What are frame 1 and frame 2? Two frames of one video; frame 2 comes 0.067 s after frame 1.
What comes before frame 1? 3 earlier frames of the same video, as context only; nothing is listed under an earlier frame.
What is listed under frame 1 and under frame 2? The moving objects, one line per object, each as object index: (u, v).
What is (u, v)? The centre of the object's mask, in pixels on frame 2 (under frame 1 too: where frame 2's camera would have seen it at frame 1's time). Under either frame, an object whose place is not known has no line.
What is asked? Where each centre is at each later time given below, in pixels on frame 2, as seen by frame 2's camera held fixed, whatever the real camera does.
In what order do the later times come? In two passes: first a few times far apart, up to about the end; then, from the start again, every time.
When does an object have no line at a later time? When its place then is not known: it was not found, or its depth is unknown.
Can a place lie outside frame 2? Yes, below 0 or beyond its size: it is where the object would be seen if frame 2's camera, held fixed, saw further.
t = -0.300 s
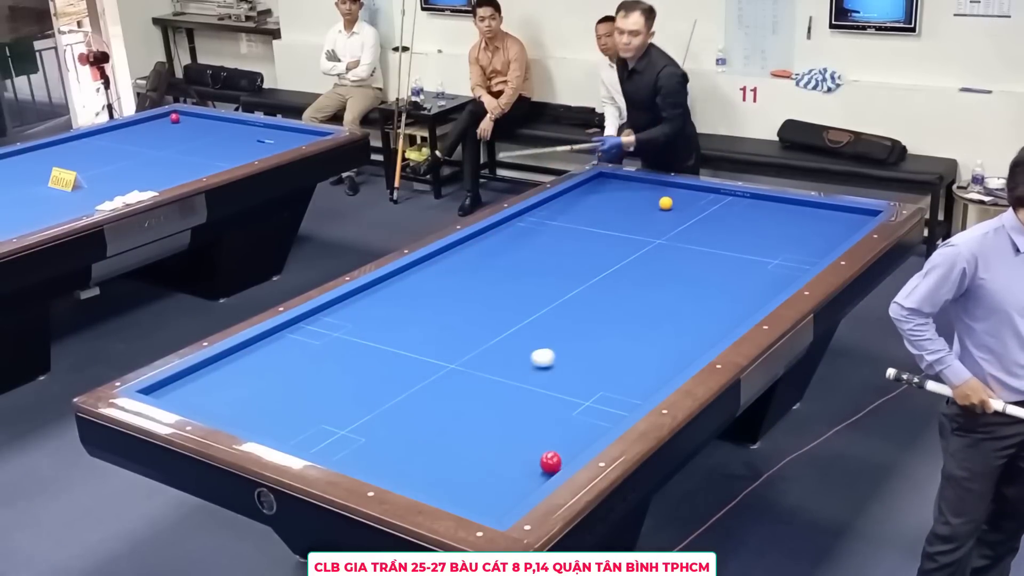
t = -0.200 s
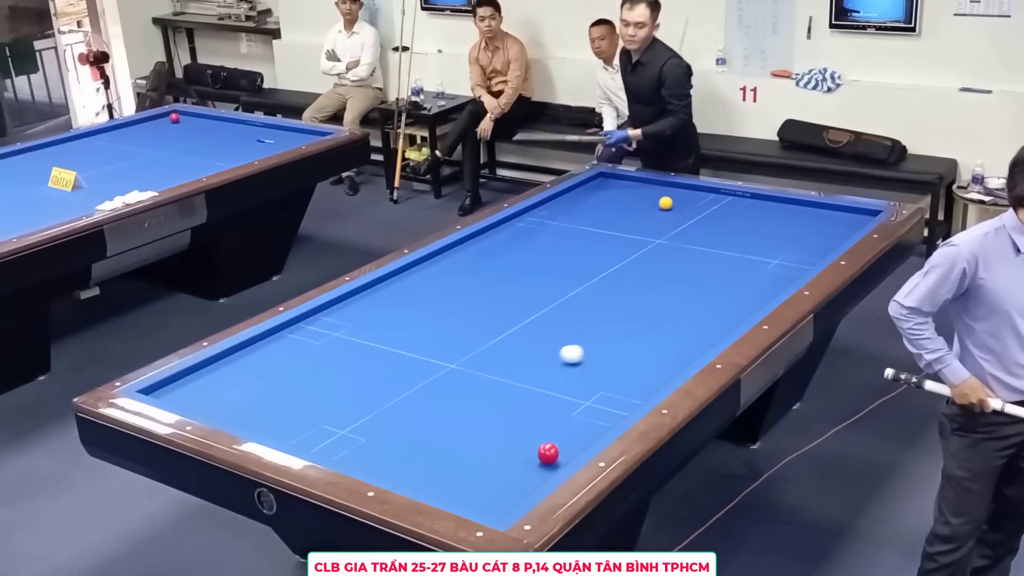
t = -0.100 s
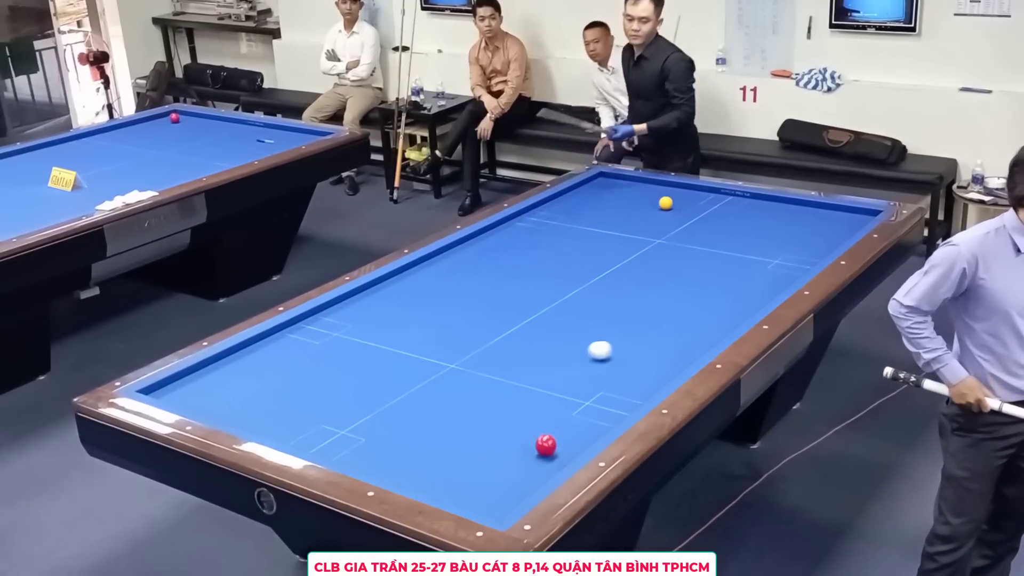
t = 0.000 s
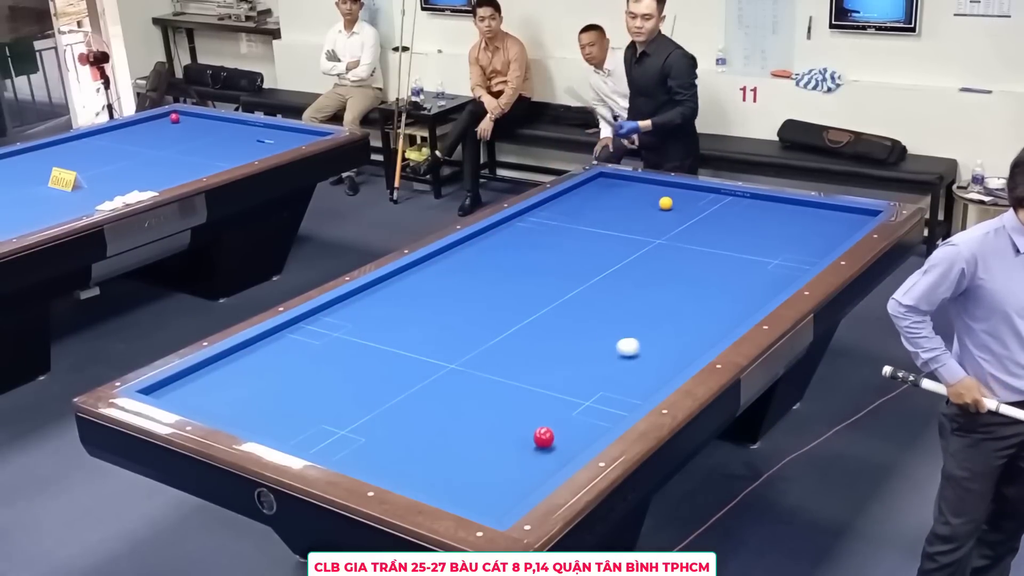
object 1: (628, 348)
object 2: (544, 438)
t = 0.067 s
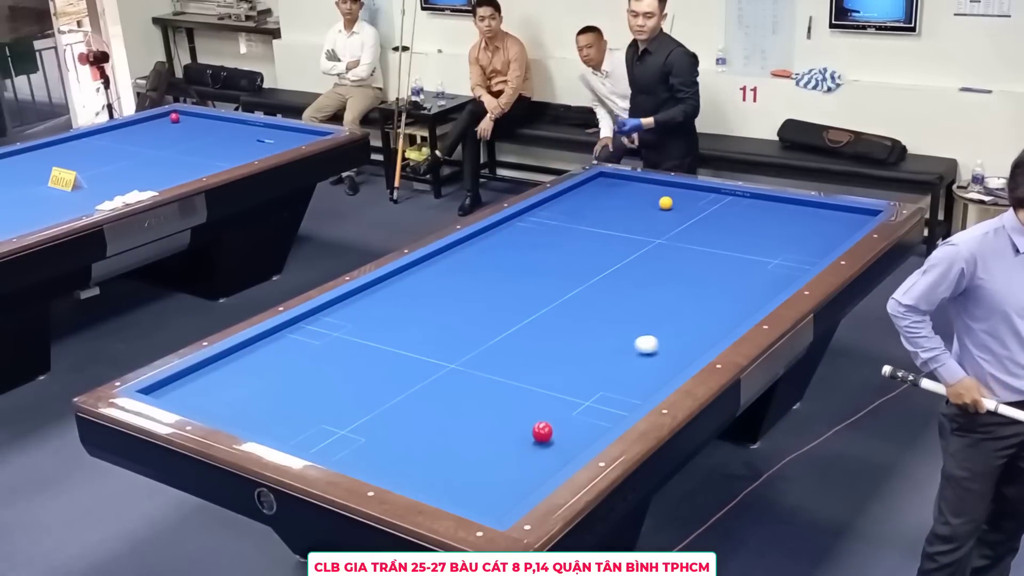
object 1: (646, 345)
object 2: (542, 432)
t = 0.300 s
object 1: (709, 337)
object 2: (537, 415)
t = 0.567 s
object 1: (713, 317)
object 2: (533, 398)
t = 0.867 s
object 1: (706, 294)
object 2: (527, 379)
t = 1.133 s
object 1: (701, 277)
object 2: (523, 365)
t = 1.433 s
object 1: (696, 258)
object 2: (519, 350)
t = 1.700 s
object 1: (692, 244)
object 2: (515, 337)
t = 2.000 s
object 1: (688, 229)
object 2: (511, 324)
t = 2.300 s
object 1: (685, 215)
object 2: (508, 313)
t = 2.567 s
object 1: (682, 204)
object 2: (505, 303)
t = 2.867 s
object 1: (679, 192)
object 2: (502, 293)
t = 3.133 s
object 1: (672, 185)
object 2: (499, 285)
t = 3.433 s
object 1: (646, 188)
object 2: (497, 277)
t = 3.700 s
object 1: (624, 190)
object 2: (494, 270)
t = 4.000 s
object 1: (599, 193)
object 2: (492, 263)
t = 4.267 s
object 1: (578, 195)
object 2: (490, 258)
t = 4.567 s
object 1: (556, 197)
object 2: (487, 252)
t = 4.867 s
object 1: (556, 202)
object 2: (485, 246)
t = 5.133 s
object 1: (557, 207)
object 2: (484, 241)
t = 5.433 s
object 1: (557, 211)
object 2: (482, 237)
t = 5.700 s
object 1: (557, 216)
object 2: (481, 233)
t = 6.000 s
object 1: (558, 220)
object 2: (489, 232)
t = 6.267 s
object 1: (559, 224)
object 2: (495, 231)
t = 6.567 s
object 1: (559, 228)
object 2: (501, 230)
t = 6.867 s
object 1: (560, 232)
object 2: (506, 229)
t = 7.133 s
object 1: (560, 236)
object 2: (510, 229)
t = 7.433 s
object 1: (561, 240)
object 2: (513, 229)
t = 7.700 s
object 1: (561, 243)
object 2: (516, 229)
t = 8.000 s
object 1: (562, 246)
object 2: (517, 228)
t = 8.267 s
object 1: (563, 248)
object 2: (518, 228)
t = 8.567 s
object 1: (563, 251)
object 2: (518, 228)
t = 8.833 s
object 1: (564, 253)
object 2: (518, 228)
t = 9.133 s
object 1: (565, 256)
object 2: (518, 228)
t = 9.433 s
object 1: (565, 258)
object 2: (518, 228)
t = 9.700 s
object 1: (566, 259)
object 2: (518, 228)
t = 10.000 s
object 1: (566, 260)
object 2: (518, 228)
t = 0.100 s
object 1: (655, 344)
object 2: (541, 430)
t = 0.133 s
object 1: (665, 343)
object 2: (541, 427)
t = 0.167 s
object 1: (674, 342)
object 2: (540, 425)
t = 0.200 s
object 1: (683, 340)
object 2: (540, 422)
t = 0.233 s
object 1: (692, 339)
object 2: (539, 420)
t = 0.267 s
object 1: (701, 338)
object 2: (538, 418)
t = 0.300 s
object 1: (709, 337)
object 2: (537, 415)
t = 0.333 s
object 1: (717, 335)
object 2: (537, 413)
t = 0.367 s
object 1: (717, 333)
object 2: (536, 411)
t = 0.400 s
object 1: (716, 330)
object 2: (536, 409)
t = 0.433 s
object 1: (716, 328)
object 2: (535, 406)
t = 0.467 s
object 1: (715, 325)
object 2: (534, 404)
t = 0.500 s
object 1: (714, 322)
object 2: (534, 402)
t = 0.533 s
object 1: (713, 319)
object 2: (533, 400)
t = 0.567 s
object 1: (713, 317)
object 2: (533, 398)
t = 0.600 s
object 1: (712, 314)
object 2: (532, 396)
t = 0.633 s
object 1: (711, 311)
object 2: (531, 393)
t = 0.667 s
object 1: (710, 309)
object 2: (531, 391)
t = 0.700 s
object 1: (710, 307)
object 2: (530, 389)
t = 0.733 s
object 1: (709, 304)
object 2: (530, 387)
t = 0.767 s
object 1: (708, 302)
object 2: (529, 385)
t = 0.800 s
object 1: (707, 299)
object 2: (529, 383)
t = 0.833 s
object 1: (707, 297)
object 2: (528, 381)
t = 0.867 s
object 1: (706, 294)
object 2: (527, 379)
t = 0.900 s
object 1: (705, 292)
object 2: (527, 377)
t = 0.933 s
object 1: (705, 290)
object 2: (526, 375)
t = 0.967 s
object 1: (704, 287)
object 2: (526, 374)
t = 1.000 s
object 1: (703, 285)
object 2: (525, 372)
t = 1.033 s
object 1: (703, 283)
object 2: (525, 370)
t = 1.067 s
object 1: (702, 281)
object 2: (524, 368)
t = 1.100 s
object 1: (701, 279)
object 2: (524, 366)
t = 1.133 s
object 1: (701, 277)
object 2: (523, 365)
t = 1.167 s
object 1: (700, 275)
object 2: (523, 363)
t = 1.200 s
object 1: (700, 272)
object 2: (522, 361)
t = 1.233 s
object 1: (699, 270)
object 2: (522, 359)
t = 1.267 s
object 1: (699, 268)
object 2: (521, 358)
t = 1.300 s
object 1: (698, 266)
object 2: (521, 356)
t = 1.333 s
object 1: (698, 264)
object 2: (520, 354)
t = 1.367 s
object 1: (697, 262)
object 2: (520, 353)
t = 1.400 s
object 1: (696, 260)
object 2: (519, 351)
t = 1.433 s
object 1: (696, 258)
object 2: (519, 350)
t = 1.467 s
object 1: (695, 256)
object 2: (518, 348)
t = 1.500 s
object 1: (695, 254)
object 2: (518, 346)
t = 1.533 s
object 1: (694, 253)
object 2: (517, 345)
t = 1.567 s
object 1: (694, 251)
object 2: (517, 343)
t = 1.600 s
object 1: (693, 249)
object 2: (516, 342)
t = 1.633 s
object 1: (693, 247)
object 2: (516, 340)
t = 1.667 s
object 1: (692, 245)
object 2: (516, 339)
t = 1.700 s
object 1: (692, 244)
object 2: (515, 337)
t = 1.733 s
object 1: (691, 242)
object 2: (515, 336)
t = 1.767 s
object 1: (691, 240)
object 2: (514, 334)
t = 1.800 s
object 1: (691, 238)
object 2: (514, 333)
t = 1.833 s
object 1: (690, 237)
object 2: (513, 331)
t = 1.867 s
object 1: (690, 235)
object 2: (513, 330)
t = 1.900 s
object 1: (689, 234)
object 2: (513, 329)
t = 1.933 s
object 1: (689, 232)
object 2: (512, 327)
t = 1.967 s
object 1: (689, 230)
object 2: (512, 326)
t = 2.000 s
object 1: (688, 229)
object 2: (511, 324)
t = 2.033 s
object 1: (688, 227)
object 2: (511, 323)
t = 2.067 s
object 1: (687, 226)
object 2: (511, 322)
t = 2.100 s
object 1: (687, 224)
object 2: (510, 320)
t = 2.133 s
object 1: (687, 222)
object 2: (510, 319)
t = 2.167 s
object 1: (686, 221)
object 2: (509, 318)
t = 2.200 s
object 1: (686, 219)
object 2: (509, 317)
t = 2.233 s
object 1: (685, 218)
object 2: (509, 315)
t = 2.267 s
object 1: (685, 216)
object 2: (508, 314)
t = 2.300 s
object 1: (685, 215)
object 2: (508, 313)
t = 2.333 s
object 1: (684, 214)
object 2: (508, 312)
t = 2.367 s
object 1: (684, 212)
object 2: (507, 310)
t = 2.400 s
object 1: (684, 211)
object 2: (507, 309)
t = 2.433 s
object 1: (683, 209)
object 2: (506, 308)
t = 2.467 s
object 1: (683, 208)
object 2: (506, 307)
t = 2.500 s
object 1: (683, 206)
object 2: (506, 306)
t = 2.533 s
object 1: (682, 205)
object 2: (505, 304)
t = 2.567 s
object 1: (682, 204)
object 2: (505, 303)
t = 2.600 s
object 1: (682, 202)
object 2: (505, 302)
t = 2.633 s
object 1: (682, 201)
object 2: (504, 301)
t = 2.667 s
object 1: (681, 200)
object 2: (504, 300)
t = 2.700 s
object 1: (681, 198)
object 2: (503, 299)
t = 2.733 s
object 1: (681, 197)
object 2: (503, 298)
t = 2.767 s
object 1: (680, 196)
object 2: (503, 297)
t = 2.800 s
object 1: (680, 195)
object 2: (503, 296)
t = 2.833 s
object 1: (680, 193)
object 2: (502, 295)
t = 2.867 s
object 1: (679, 192)
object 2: (502, 293)
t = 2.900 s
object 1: (679, 191)
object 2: (501, 293)
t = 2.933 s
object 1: (679, 190)
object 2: (501, 291)
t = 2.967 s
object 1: (679, 189)
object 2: (501, 291)
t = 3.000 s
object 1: (679, 187)
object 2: (500, 290)
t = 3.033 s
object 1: (678, 186)
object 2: (500, 289)
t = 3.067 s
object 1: (678, 185)
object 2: (500, 288)
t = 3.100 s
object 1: (675, 185)
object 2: (500, 287)
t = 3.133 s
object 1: (672, 185)
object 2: (499, 285)
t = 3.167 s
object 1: (669, 186)
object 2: (499, 285)
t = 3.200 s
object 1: (666, 186)
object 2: (499, 284)
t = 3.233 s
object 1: (663, 186)
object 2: (498, 283)
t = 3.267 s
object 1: (661, 186)
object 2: (498, 282)
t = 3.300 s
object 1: (658, 187)
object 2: (498, 281)
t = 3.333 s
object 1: (655, 187)
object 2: (497, 280)
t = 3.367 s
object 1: (652, 187)
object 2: (497, 279)
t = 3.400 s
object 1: (649, 188)
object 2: (497, 278)
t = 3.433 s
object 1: (646, 188)
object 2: (497, 277)
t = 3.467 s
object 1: (643, 188)
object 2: (496, 276)
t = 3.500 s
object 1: (640, 189)
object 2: (496, 276)
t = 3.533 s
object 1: (638, 189)
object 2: (496, 275)
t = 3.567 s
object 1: (635, 189)
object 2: (495, 274)
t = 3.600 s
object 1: (632, 189)
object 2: (495, 273)
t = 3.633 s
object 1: (629, 190)
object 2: (495, 272)
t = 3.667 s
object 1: (626, 190)
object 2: (494, 271)
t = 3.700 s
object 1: (624, 190)
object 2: (494, 270)
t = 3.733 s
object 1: (621, 190)
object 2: (494, 270)
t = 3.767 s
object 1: (618, 191)
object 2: (494, 269)
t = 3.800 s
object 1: (615, 191)
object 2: (493, 268)
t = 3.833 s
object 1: (612, 191)
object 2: (493, 267)
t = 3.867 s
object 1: (610, 192)
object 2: (493, 266)
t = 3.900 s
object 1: (607, 192)
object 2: (493, 266)
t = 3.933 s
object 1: (604, 192)
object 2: (492, 265)
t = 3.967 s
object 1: (602, 192)
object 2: (492, 264)
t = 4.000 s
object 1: (599, 193)
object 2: (492, 263)
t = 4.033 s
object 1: (596, 193)
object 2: (492, 263)
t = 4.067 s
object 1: (594, 193)
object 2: (491, 262)
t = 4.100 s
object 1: (591, 193)
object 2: (491, 261)
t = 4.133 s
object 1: (588, 194)
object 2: (491, 260)
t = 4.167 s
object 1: (586, 194)
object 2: (491, 260)
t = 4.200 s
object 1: (583, 194)
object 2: (490, 259)
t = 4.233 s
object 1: (580, 194)
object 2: (490, 258)
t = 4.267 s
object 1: (578, 195)
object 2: (490, 258)
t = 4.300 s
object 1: (575, 195)
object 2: (490, 257)
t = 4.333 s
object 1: (573, 195)
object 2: (489, 256)
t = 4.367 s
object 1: (570, 195)
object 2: (489, 255)
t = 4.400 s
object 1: (568, 196)
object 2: (489, 255)
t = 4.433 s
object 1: (565, 196)
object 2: (488, 254)
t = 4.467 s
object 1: (562, 196)
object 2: (488, 253)
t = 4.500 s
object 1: (560, 196)
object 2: (488, 253)
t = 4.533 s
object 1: (557, 197)
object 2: (488, 252)
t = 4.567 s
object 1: (556, 197)
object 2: (487, 252)
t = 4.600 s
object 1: (556, 198)
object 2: (487, 251)
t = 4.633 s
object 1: (556, 198)
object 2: (487, 250)
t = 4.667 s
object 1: (556, 199)
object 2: (487, 250)
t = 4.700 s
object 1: (556, 199)
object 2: (487, 249)
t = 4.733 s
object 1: (556, 200)
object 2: (486, 248)
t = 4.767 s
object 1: (556, 201)
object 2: (486, 248)
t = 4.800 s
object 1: (556, 201)
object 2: (486, 247)
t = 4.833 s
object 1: (556, 202)
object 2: (486, 247)
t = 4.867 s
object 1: (556, 202)
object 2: (485, 246)
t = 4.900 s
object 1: (556, 203)
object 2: (485, 245)
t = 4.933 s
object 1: (557, 203)
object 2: (485, 245)
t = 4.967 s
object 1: (557, 204)
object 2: (485, 244)
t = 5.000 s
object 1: (557, 204)
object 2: (485, 244)
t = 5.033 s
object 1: (557, 205)
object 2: (484, 243)
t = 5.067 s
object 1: (557, 206)
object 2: (484, 242)
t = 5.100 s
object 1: (557, 206)
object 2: (484, 242)
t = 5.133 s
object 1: (557, 207)
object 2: (484, 241)
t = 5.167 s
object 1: (557, 207)
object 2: (483, 241)
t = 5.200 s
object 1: (557, 208)
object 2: (483, 240)
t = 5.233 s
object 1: (557, 208)
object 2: (483, 240)
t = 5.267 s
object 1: (557, 209)
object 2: (483, 239)
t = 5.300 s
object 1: (557, 209)
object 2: (483, 239)
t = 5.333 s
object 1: (557, 210)
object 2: (483, 238)
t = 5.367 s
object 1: (557, 210)
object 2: (482, 238)
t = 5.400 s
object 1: (557, 211)
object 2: (482, 237)
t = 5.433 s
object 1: (557, 211)
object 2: (482, 237)
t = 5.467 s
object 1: (557, 212)
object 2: (482, 236)
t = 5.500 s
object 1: (557, 213)
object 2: (482, 236)
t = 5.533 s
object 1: (557, 213)
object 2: (482, 235)
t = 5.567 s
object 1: (557, 213)
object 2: (481, 235)
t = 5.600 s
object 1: (557, 214)
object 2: (481, 234)
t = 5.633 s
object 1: (557, 215)
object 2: (481, 234)
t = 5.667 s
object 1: (557, 215)
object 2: (481, 234)
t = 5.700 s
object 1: (557, 216)
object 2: (481, 233)
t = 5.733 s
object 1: (558, 216)
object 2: (482, 233)
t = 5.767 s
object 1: (558, 217)
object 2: (483, 233)
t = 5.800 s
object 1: (558, 217)
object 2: (484, 233)
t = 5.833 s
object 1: (558, 218)
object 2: (484, 233)
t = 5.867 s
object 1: (558, 218)
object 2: (485, 232)
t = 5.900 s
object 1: (558, 219)
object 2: (486, 232)
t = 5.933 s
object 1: (558, 219)
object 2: (487, 232)
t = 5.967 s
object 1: (558, 220)
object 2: (488, 232)
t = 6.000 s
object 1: (558, 220)
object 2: (489, 232)
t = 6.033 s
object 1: (558, 221)
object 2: (489, 232)
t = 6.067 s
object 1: (558, 221)
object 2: (490, 232)
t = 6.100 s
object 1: (558, 222)
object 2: (491, 231)
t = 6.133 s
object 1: (558, 222)
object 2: (492, 231)
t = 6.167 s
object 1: (558, 223)
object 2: (492, 231)
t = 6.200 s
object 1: (558, 223)
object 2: (493, 231)
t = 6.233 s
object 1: (558, 224)
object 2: (494, 231)
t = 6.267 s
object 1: (559, 224)
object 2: (495, 231)
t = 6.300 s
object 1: (559, 225)
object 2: (495, 231)
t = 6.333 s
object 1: (559, 225)
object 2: (496, 230)
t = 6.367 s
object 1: (559, 225)
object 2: (497, 230)
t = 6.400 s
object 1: (559, 226)
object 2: (497, 230)
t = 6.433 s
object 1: (559, 227)
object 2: (498, 230)
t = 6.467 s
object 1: (559, 227)
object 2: (499, 230)
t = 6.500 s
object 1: (559, 227)
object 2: (499, 230)
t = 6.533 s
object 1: (559, 228)
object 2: (500, 230)
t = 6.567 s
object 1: (559, 228)
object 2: (501, 230)
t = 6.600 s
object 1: (559, 229)
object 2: (501, 230)
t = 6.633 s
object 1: (559, 229)
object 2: (502, 230)
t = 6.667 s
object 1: (559, 230)
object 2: (502, 230)
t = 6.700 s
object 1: (559, 230)
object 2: (503, 230)
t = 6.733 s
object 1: (560, 231)
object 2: (504, 230)
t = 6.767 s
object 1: (560, 231)
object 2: (504, 230)
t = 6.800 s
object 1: (560, 231)
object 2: (505, 229)
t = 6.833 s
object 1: (560, 232)
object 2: (505, 229)
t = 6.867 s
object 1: (560, 232)
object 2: (506, 229)
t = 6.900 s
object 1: (560, 233)
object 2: (506, 229)
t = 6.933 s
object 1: (560, 233)
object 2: (507, 229)
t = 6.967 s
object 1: (560, 234)
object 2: (507, 229)
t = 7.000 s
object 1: (560, 234)
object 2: (508, 229)
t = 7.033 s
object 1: (560, 235)
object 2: (508, 229)
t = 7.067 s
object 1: (560, 235)
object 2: (509, 229)
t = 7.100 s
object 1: (560, 235)
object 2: (509, 229)
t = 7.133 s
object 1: (560, 236)
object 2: (510, 229)
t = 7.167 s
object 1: (560, 236)
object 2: (510, 229)
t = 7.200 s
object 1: (560, 237)
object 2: (511, 229)
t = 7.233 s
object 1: (561, 237)
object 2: (511, 229)
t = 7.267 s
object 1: (561, 237)
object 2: (511, 229)
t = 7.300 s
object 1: (561, 238)
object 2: (512, 229)
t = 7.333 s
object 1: (561, 238)
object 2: (512, 229)
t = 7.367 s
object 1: (561, 239)
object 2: (513, 229)
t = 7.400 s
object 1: (561, 239)
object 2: (513, 229)
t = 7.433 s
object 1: (561, 240)
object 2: (513, 229)
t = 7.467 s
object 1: (561, 240)
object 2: (514, 229)
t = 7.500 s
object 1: (561, 240)
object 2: (514, 229)
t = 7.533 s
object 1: (561, 241)
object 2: (514, 229)
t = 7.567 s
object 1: (561, 241)
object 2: (515, 229)
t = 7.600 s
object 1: (561, 242)
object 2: (515, 229)
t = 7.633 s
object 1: (561, 242)
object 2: (515, 229)
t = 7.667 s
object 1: (561, 242)
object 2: (515, 229)
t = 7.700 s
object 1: (561, 243)
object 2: (516, 229)
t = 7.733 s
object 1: (561, 243)
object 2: (516, 229)
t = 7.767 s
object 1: (561, 243)
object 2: (516, 228)
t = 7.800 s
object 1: (561, 244)
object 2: (516, 229)
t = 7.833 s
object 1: (561, 244)
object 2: (516, 229)
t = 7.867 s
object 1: (561, 244)
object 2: (517, 229)
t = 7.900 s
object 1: (562, 245)
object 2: (517, 229)
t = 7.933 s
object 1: (562, 245)
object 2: (517, 229)
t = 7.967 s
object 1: (562, 245)
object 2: (517, 228)
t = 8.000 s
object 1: (562, 246)
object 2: (517, 228)
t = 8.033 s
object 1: (562, 246)
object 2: (517, 229)
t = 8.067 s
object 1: (562, 247)
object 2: (518, 229)
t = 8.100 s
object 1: (562, 247)
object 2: (518, 228)
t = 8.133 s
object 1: (562, 247)
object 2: (518, 228)
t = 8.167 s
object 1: (562, 248)
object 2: (518, 228)
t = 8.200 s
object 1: (562, 248)
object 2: (518, 228)
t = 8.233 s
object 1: (562, 248)
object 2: (518, 229)
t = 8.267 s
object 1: (563, 248)
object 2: (518, 228)
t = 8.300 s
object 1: (563, 249)
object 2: (518, 228)
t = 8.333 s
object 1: (563, 249)
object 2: (518, 228)
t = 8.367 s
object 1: (563, 249)
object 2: (518, 228)
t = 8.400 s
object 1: (563, 250)
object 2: (518, 228)
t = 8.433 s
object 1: (563, 250)
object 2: (518, 228)
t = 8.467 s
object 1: (563, 250)
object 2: (518, 228)
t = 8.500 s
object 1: (563, 251)
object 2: (518, 228)
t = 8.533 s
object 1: (563, 251)
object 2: (518, 228)
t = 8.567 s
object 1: (563, 251)
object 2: (518, 228)
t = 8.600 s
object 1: (563, 251)
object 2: (518, 228)
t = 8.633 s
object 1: (564, 252)
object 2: (518, 228)
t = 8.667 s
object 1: (564, 252)
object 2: (518, 228)
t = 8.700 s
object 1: (564, 252)
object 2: (518, 228)
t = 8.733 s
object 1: (564, 253)
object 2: (518, 228)
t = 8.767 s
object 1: (564, 253)
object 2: (518, 228)
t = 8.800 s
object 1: (564, 253)
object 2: (518, 228)
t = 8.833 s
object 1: (564, 253)
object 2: (518, 228)
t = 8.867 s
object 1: (564, 254)
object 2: (518, 228)
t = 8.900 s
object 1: (564, 254)
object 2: (518, 228)
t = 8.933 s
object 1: (564, 254)
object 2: (518, 228)
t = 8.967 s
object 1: (564, 255)
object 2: (518, 228)
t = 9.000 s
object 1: (564, 255)
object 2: (518, 228)
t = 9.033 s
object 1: (564, 255)
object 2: (518, 228)
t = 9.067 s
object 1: (564, 255)
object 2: (518, 228)
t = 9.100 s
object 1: (565, 256)
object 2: (518, 228)
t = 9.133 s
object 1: (565, 256)
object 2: (518, 228)
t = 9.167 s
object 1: (565, 256)
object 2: (518, 228)
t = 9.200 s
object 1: (565, 256)
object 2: (518, 228)
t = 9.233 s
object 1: (565, 256)
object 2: (518, 228)
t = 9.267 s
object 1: (565, 257)
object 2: (518, 228)
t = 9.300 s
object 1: (565, 257)
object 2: (518, 228)
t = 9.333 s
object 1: (565, 257)
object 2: (518, 228)
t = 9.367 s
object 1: (565, 257)
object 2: (518, 228)
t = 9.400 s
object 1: (565, 257)
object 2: (518, 228)
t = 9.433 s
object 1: (565, 258)
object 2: (518, 228)
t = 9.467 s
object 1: (565, 258)
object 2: (518, 228)
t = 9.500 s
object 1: (565, 258)
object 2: (518, 228)
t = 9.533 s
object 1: (565, 258)
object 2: (518, 228)
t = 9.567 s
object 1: (565, 258)
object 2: (518, 228)
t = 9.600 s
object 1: (566, 258)
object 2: (518, 228)
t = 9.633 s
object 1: (566, 259)
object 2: (518, 228)
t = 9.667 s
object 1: (566, 259)
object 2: (518, 228)
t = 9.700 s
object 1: (566, 259)
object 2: (518, 228)
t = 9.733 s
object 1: (566, 259)
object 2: (518, 228)
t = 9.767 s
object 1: (566, 259)
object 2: (518, 228)
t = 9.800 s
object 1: (566, 259)
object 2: (518, 228)
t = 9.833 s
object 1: (566, 260)
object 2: (518, 228)
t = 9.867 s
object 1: (566, 260)
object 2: (518, 228)
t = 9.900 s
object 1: (566, 260)
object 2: (518, 228)
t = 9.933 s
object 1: (566, 260)
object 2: (518, 228)
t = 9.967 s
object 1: (566, 260)
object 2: (518, 228)
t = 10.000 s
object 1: (566, 260)
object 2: (518, 228)
